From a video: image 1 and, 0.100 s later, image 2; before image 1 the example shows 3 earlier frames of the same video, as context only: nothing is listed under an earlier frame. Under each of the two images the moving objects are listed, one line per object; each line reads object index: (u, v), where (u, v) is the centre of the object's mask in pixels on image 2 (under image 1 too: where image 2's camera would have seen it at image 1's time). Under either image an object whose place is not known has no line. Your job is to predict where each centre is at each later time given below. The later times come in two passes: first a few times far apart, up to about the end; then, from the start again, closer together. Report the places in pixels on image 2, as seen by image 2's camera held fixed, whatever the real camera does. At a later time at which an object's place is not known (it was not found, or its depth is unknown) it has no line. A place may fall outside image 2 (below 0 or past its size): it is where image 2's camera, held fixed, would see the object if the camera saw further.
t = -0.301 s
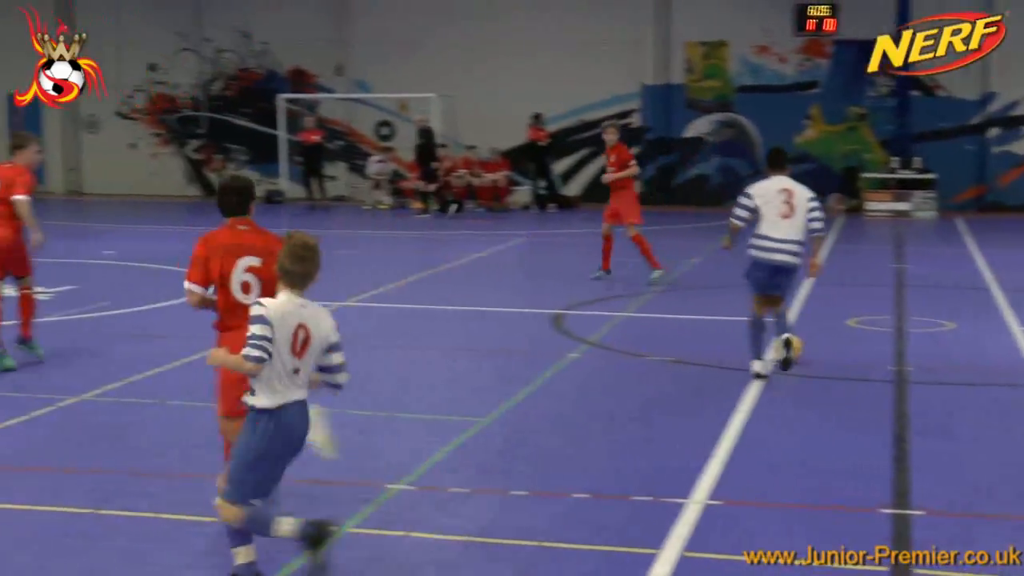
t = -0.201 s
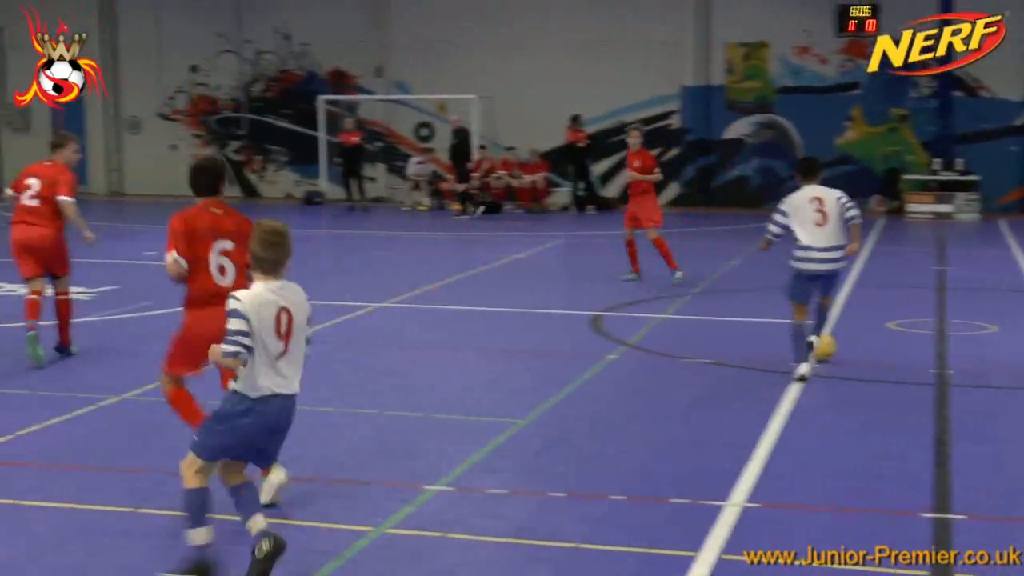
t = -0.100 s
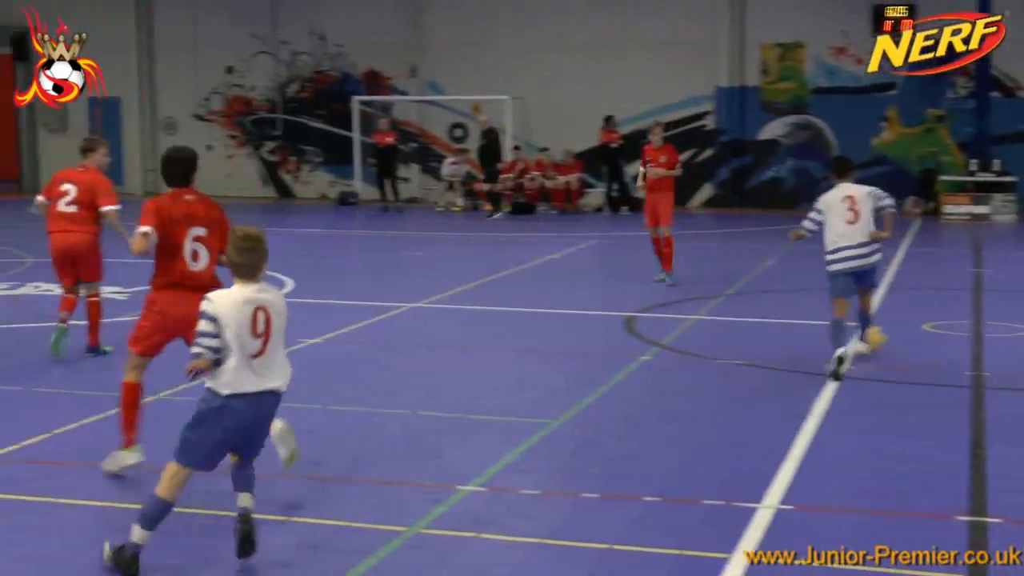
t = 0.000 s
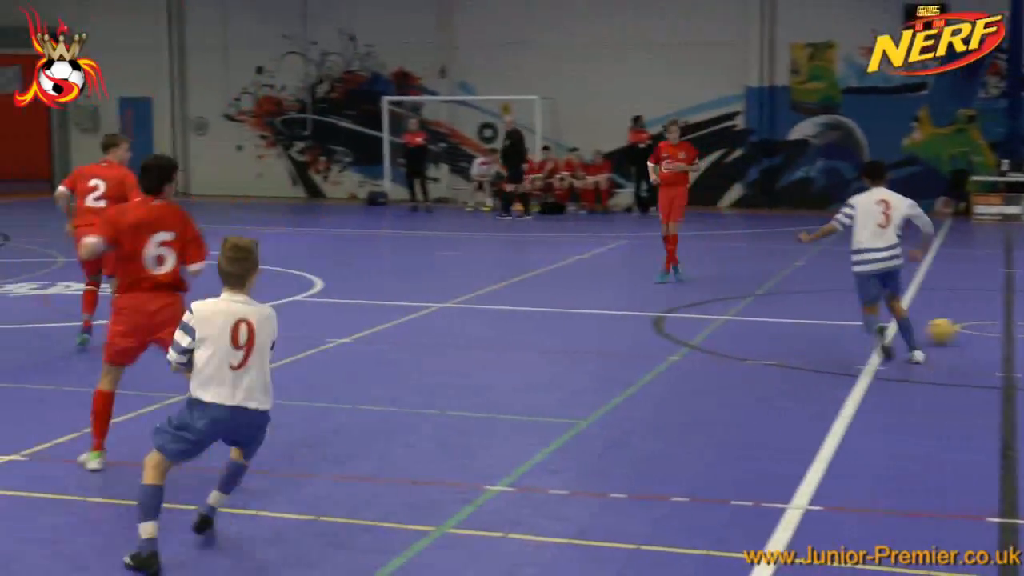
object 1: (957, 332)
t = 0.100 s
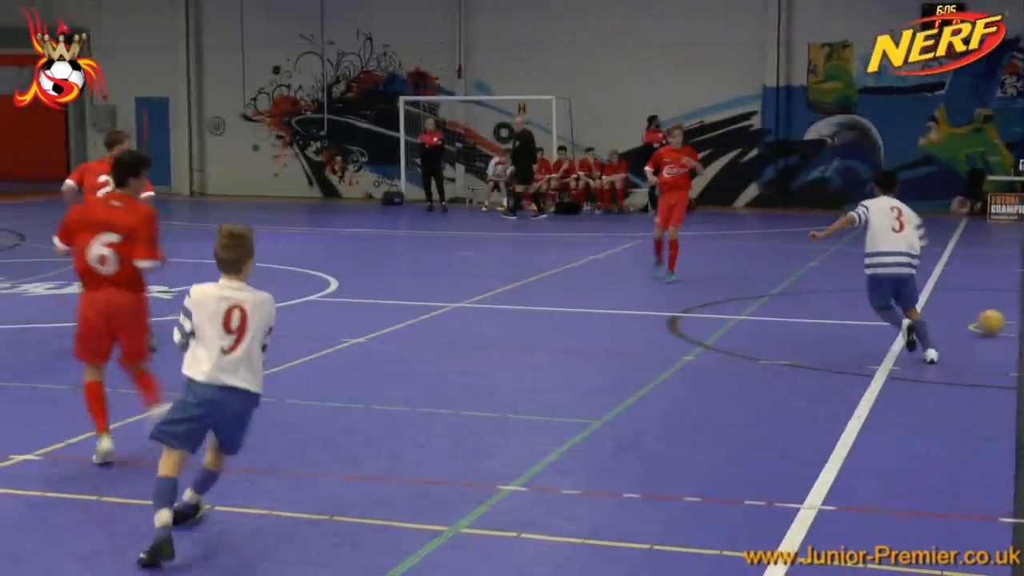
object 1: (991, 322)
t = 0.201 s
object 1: (1021, 316)
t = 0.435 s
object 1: (1075, 303)
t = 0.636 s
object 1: (1106, 293)
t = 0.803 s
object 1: (1128, 287)
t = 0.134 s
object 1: (997, 321)
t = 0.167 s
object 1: (1010, 320)
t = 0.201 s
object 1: (1021, 316)
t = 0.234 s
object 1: (1024, 315)
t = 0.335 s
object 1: (1049, 310)
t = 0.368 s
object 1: (1058, 307)
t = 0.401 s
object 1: (1068, 305)
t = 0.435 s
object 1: (1075, 303)
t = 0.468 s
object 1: (1078, 301)
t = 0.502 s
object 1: (1085, 300)
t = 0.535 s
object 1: (1091, 298)
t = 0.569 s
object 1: (1094, 296)
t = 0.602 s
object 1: (1100, 295)
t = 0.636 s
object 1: (1106, 293)
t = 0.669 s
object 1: (1108, 293)
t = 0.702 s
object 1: (1113, 291)
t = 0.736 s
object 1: (1119, 290)
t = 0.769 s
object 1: (1122, 289)
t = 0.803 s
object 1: (1128, 287)
